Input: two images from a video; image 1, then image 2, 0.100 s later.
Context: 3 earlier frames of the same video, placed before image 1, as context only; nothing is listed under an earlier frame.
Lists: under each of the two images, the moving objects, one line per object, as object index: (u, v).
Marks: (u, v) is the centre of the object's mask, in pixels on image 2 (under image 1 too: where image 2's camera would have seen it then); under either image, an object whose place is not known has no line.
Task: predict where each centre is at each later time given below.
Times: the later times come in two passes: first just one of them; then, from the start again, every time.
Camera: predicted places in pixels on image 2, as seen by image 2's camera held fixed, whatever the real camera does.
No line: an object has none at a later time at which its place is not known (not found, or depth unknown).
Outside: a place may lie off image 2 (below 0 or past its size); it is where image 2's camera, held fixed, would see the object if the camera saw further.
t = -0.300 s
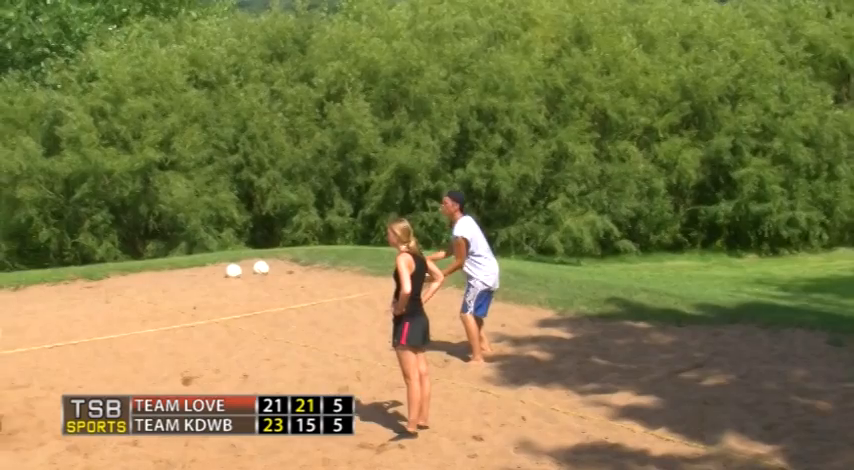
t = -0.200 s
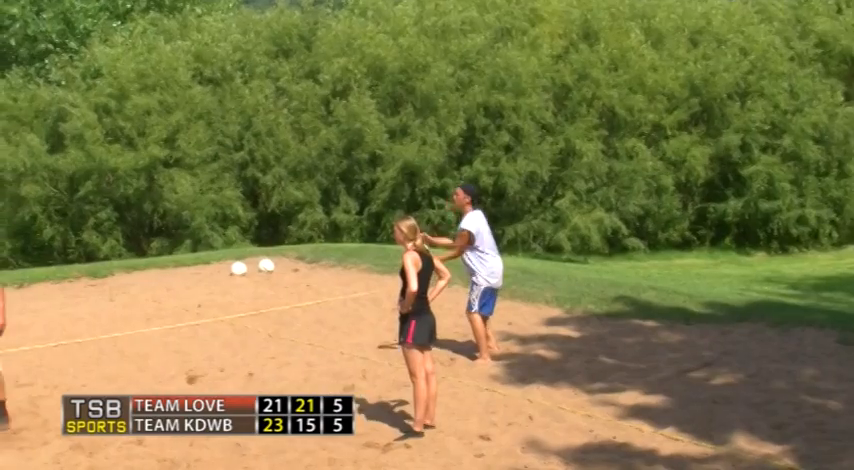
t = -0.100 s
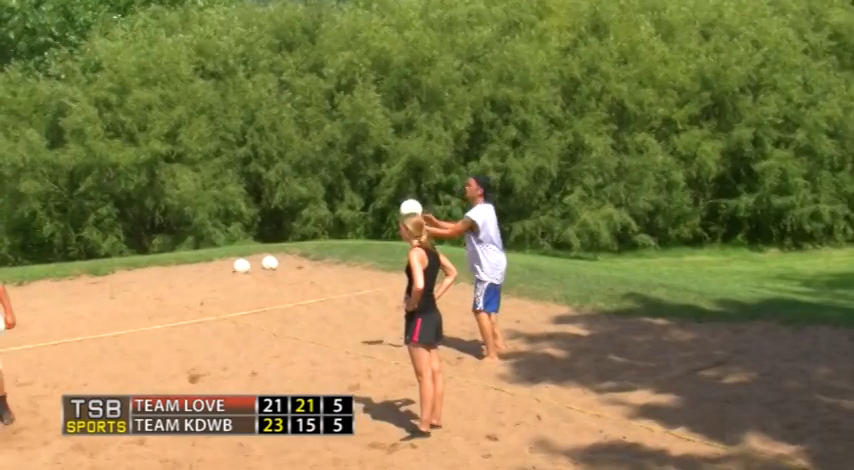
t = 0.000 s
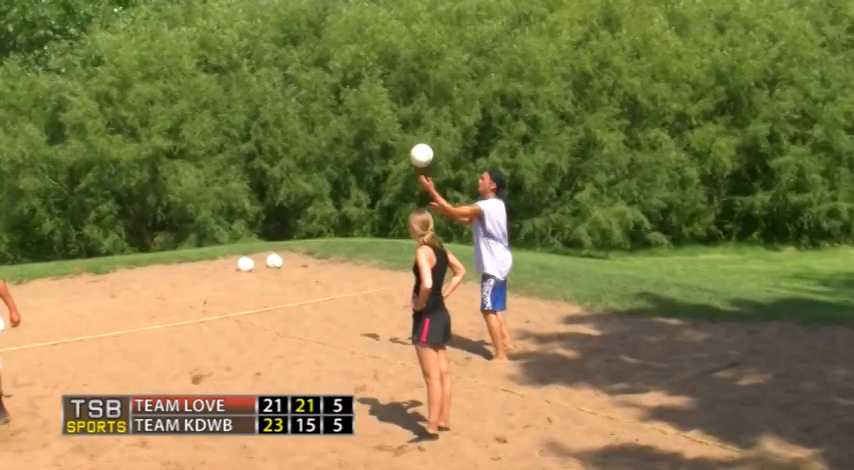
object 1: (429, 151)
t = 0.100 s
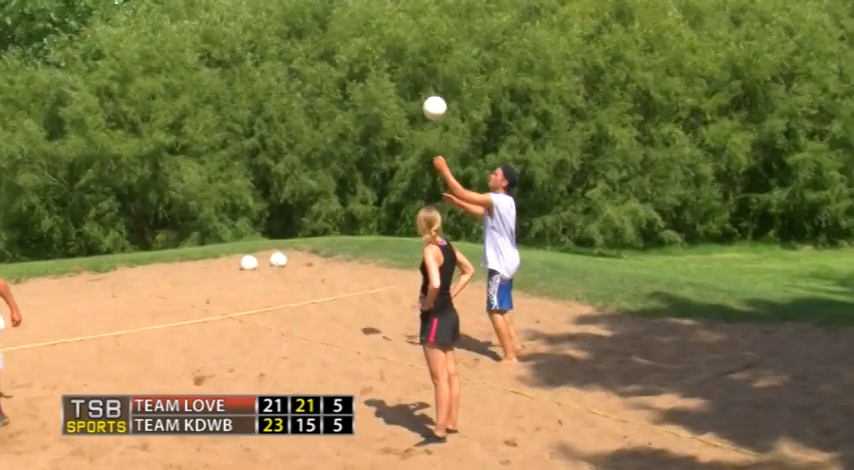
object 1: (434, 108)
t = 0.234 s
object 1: (441, 65)
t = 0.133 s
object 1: (436, 95)
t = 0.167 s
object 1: (438, 84)
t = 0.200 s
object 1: (440, 74)
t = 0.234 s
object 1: (441, 65)
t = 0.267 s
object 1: (443, 58)
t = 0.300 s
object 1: (445, 52)
